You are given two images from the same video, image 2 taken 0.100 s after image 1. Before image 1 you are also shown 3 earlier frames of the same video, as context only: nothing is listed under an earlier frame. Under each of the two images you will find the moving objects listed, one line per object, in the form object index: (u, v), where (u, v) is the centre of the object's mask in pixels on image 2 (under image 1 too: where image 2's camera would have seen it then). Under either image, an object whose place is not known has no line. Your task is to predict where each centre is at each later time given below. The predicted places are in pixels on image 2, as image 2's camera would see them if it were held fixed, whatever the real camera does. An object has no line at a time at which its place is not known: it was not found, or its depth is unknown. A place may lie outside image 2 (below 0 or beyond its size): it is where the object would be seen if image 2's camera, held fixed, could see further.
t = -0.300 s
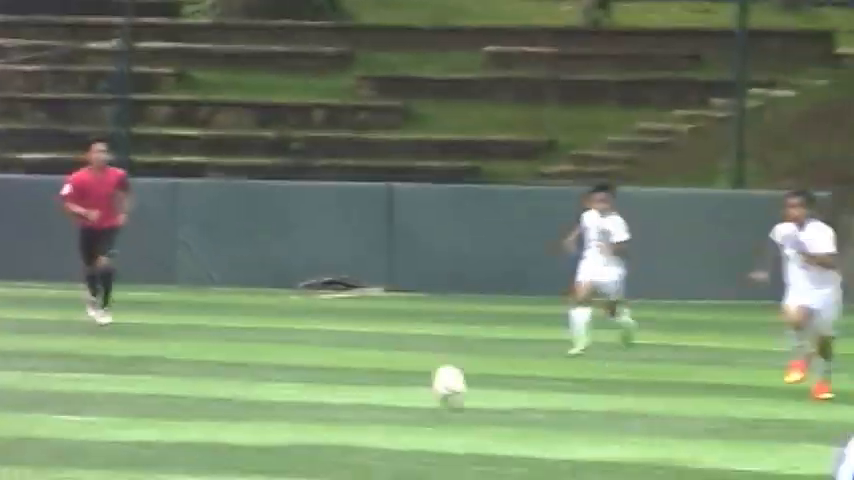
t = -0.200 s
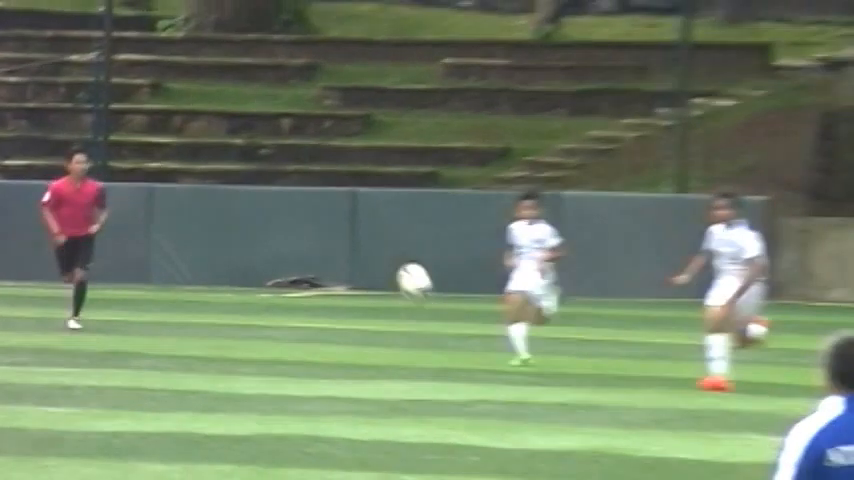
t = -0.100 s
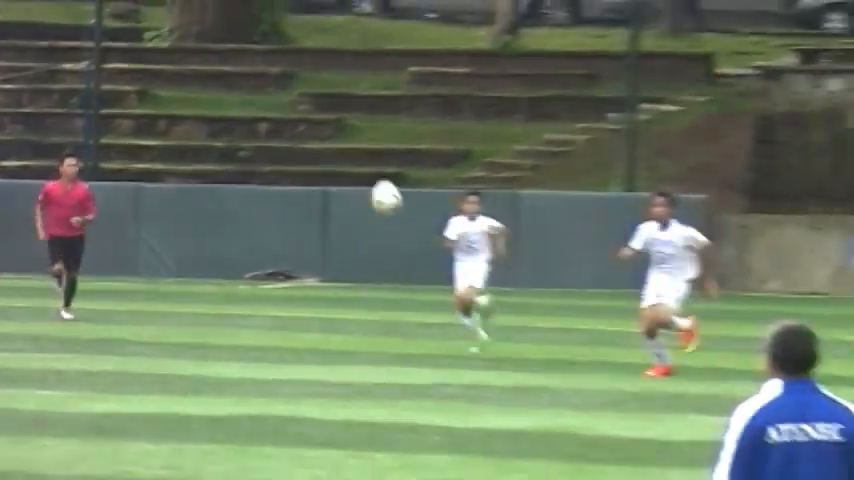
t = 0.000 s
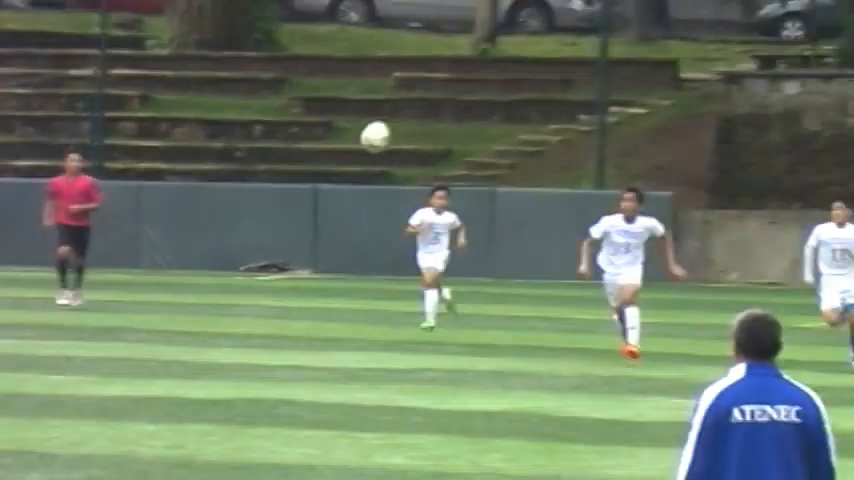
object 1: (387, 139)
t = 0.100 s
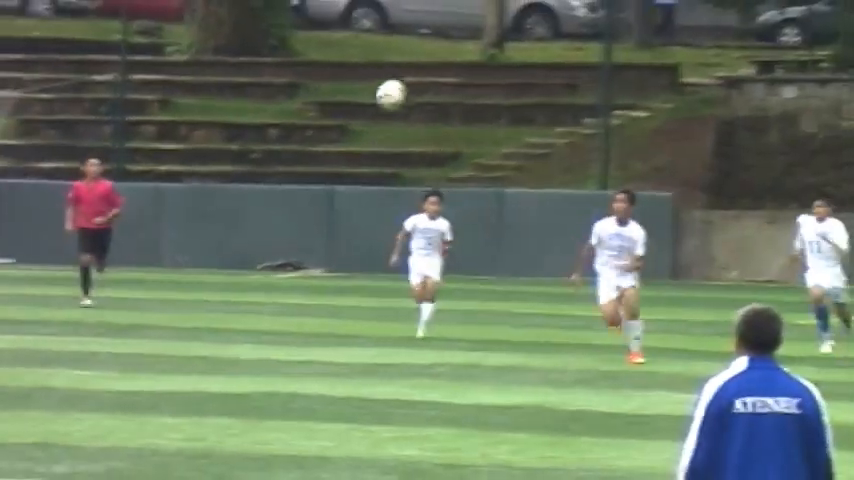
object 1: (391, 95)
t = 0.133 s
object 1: (391, 82)
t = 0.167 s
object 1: (392, 71)
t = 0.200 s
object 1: (393, 62)
